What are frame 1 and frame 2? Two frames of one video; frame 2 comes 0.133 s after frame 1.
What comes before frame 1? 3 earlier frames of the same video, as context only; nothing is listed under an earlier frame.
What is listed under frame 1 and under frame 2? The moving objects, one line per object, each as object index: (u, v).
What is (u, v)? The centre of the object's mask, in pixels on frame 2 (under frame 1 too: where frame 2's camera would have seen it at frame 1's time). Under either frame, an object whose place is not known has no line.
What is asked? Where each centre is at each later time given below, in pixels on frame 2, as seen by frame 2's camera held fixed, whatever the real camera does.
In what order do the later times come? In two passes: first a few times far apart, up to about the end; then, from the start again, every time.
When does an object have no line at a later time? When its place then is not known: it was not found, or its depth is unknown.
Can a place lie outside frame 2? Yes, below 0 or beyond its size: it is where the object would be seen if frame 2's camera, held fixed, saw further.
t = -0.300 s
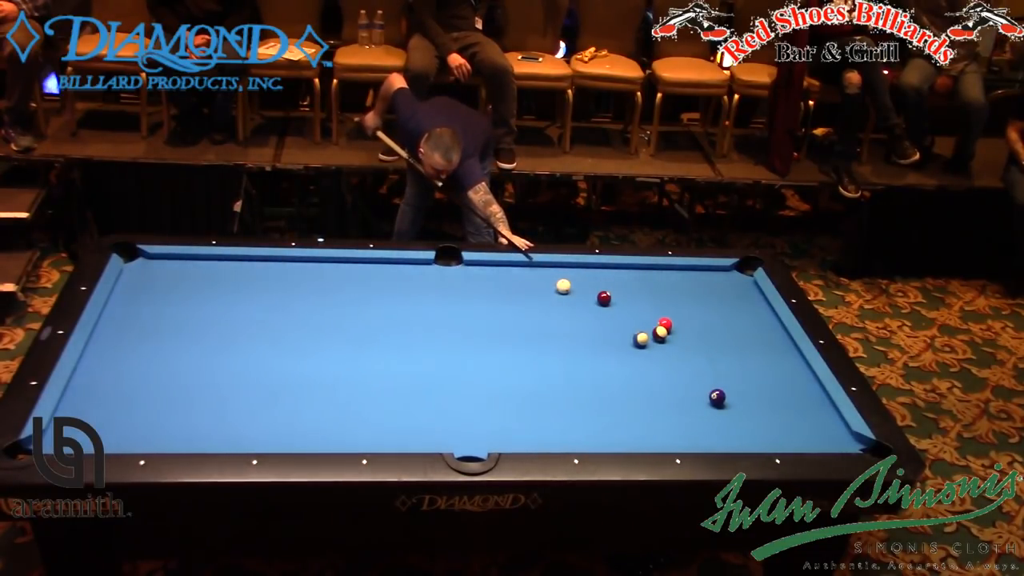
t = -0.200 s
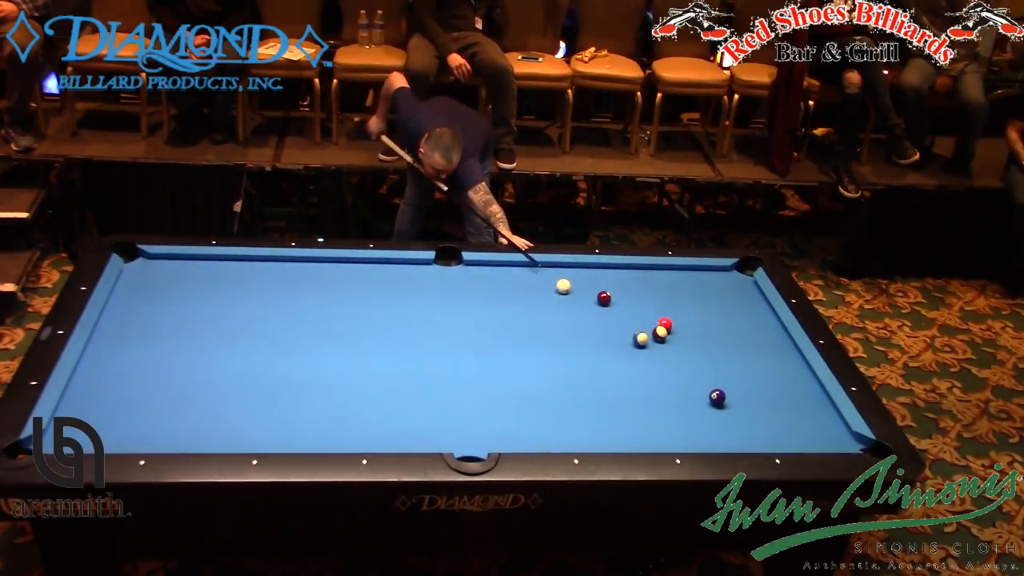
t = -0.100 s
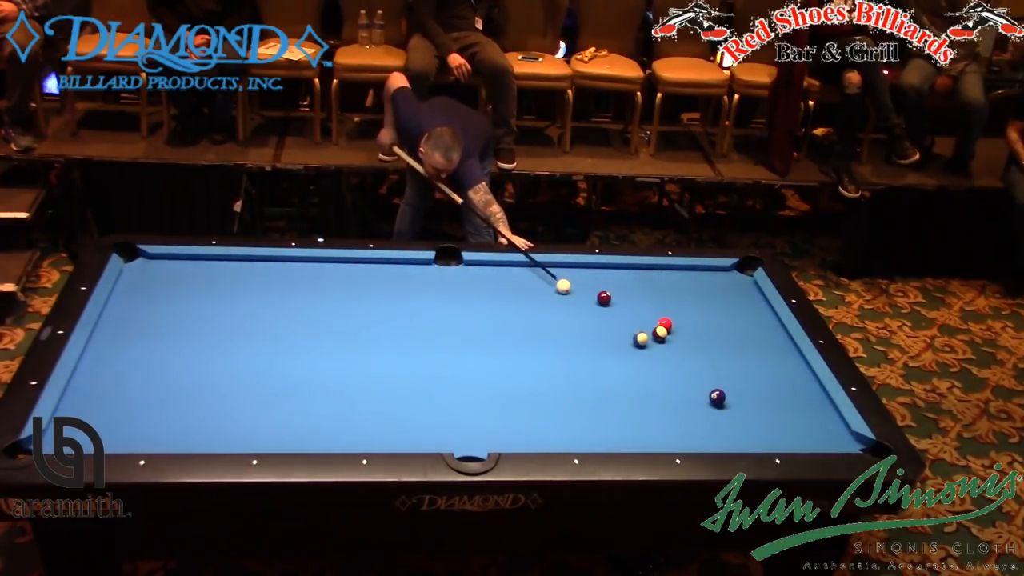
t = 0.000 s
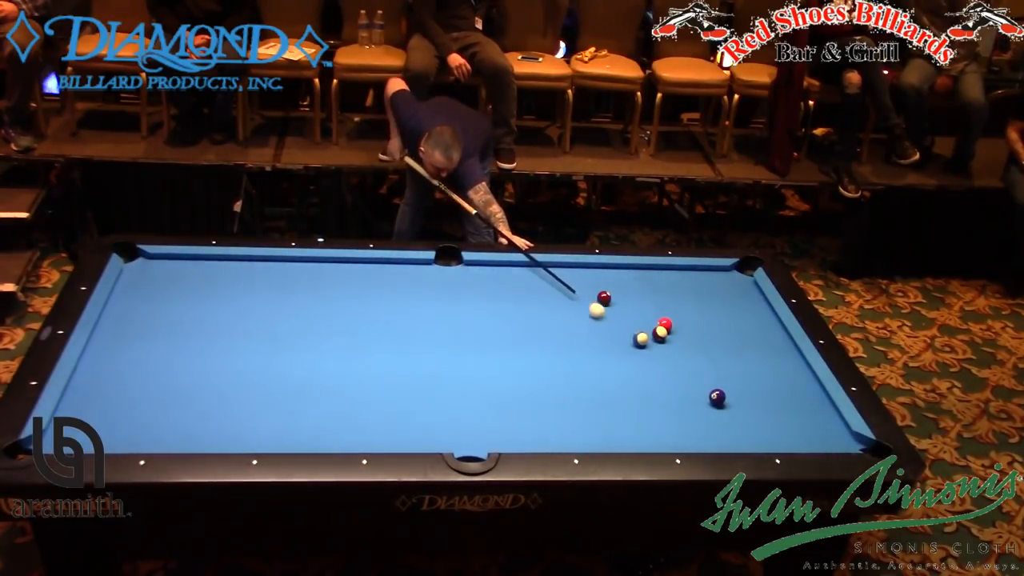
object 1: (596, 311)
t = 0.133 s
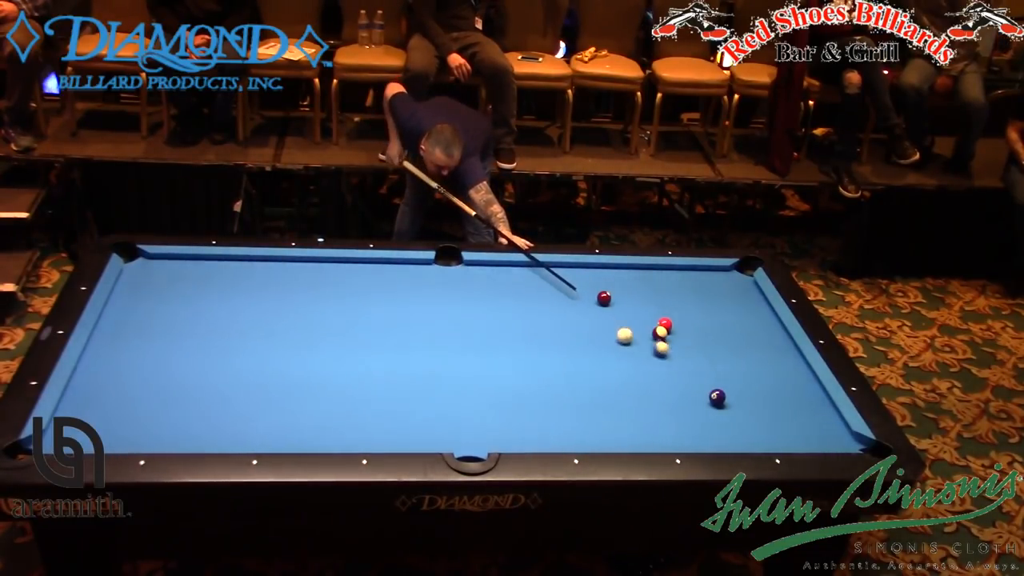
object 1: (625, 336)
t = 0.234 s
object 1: (621, 343)
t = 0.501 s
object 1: (629, 371)
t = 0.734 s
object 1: (638, 399)
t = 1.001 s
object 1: (648, 431)
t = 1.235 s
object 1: (648, 432)
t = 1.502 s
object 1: (641, 414)
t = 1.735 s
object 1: (636, 399)
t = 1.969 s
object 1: (630, 385)
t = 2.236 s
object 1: (624, 372)
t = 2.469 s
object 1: (620, 360)
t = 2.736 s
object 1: (615, 349)
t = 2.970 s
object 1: (612, 340)
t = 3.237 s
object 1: (608, 330)
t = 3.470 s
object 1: (605, 323)
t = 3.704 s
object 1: (602, 316)
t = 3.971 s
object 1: (598, 309)
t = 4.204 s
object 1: (596, 303)
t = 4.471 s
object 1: (591, 300)
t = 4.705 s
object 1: (587, 298)
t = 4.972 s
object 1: (583, 297)
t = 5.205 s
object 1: (581, 296)
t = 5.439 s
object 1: (580, 295)
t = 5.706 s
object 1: (580, 294)
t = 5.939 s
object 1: (580, 294)
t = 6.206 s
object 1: (580, 294)
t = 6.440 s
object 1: (580, 294)
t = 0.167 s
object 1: (623, 338)
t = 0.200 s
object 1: (622, 341)
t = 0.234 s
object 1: (621, 343)
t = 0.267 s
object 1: (621, 346)
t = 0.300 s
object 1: (622, 349)
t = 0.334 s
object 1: (623, 353)
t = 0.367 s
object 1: (624, 356)
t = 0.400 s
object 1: (625, 360)
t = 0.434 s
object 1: (626, 364)
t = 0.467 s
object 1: (627, 368)
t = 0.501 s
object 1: (629, 371)
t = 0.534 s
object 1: (630, 375)
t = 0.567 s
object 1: (632, 379)
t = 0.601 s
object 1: (633, 383)
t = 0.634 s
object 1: (634, 387)
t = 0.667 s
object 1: (635, 391)
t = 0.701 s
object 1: (636, 395)
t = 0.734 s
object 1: (638, 399)
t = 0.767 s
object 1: (639, 402)
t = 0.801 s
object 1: (640, 406)
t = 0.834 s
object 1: (642, 410)
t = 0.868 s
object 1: (643, 414)
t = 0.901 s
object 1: (644, 419)
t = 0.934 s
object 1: (645, 423)
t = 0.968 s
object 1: (647, 427)
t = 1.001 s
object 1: (648, 431)
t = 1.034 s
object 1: (649, 434)
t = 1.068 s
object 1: (651, 436)
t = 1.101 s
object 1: (652, 438)
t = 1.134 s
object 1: (651, 437)
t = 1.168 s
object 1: (650, 435)
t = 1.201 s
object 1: (649, 434)
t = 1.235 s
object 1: (648, 432)
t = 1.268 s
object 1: (647, 430)
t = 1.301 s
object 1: (647, 427)
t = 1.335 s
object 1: (645, 425)
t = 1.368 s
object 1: (645, 423)
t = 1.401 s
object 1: (644, 421)
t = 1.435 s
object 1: (643, 418)
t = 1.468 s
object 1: (642, 416)
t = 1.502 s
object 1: (641, 414)
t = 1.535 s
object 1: (641, 412)
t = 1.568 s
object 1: (640, 409)
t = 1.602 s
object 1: (639, 407)
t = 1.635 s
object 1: (638, 405)
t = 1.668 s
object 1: (637, 403)
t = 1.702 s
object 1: (637, 401)
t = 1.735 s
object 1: (636, 399)
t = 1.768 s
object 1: (635, 397)
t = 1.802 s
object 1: (634, 395)
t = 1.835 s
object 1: (634, 393)
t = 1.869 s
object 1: (633, 391)
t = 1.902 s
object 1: (632, 390)
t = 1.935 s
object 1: (631, 388)
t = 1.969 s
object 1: (630, 385)
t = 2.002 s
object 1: (630, 384)
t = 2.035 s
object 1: (629, 382)
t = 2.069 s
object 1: (628, 380)
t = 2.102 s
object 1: (627, 378)
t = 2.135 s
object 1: (627, 376)
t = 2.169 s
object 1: (626, 375)
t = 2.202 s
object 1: (625, 373)
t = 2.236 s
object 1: (624, 372)
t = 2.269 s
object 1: (624, 370)
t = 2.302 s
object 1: (623, 368)
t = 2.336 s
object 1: (623, 367)
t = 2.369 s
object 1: (622, 365)
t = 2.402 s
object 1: (621, 364)
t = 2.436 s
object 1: (620, 362)
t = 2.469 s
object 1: (620, 360)
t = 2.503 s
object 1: (619, 359)
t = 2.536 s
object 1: (618, 357)
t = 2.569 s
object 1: (618, 356)
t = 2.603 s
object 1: (617, 355)
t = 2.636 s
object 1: (617, 353)
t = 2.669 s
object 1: (616, 352)
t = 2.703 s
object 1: (616, 350)
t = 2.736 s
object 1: (615, 349)
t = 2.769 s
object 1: (615, 347)
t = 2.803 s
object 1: (614, 346)
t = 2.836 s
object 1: (614, 345)
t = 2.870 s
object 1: (613, 344)
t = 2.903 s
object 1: (613, 342)
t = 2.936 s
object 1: (612, 341)
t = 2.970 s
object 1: (612, 340)
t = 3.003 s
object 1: (611, 339)
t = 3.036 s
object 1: (611, 337)
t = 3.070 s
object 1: (610, 336)
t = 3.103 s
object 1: (610, 335)
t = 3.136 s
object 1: (609, 334)
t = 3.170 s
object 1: (609, 333)
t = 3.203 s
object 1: (608, 332)
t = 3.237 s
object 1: (608, 330)
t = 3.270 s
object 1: (607, 329)
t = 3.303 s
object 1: (607, 328)
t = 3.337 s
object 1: (606, 327)
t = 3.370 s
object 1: (606, 326)
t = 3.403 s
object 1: (606, 325)
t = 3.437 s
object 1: (605, 324)
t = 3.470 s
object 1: (605, 323)
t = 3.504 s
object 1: (604, 322)
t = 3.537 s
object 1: (604, 321)
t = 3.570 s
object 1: (603, 320)
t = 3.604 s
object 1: (603, 319)
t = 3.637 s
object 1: (603, 318)
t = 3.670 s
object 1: (602, 317)
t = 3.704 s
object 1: (602, 316)
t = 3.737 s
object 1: (601, 315)
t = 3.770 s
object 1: (601, 314)
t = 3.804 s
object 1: (600, 313)
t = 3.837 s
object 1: (600, 312)
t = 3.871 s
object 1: (600, 312)
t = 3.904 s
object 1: (599, 311)
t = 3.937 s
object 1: (599, 310)
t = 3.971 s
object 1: (598, 309)
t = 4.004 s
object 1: (598, 308)
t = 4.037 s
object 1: (598, 307)
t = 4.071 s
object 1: (597, 307)
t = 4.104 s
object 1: (597, 306)
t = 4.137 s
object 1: (597, 305)
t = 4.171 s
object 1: (596, 304)
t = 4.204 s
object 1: (596, 303)
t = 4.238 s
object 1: (595, 303)
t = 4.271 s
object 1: (595, 303)
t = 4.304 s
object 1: (594, 302)
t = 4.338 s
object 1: (593, 302)
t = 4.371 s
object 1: (593, 302)
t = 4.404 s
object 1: (592, 301)
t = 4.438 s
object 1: (591, 301)
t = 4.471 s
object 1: (591, 300)
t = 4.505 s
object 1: (590, 300)
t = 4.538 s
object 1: (590, 300)
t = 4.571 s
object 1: (589, 299)
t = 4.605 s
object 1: (589, 299)
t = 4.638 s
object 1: (588, 299)
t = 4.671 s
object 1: (587, 299)
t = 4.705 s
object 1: (587, 298)
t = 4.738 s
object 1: (587, 298)
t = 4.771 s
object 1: (586, 298)
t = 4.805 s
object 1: (585, 298)
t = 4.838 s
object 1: (585, 297)
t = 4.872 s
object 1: (584, 297)
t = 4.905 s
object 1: (584, 297)
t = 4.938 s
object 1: (584, 297)
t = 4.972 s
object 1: (583, 297)
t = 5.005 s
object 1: (583, 296)
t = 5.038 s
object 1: (582, 296)
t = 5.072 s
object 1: (582, 296)
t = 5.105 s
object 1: (582, 296)
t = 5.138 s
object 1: (581, 296)
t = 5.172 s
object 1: (581, 296)
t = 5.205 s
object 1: (581, 296)
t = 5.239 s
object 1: (581, 295)
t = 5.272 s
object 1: (580, 295)
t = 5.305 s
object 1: (580, 295)
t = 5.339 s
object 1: (580, 295)
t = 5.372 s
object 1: (580, 295)
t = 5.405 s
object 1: (580, 295)
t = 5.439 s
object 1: (580, 295)
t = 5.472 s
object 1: (580, 295)
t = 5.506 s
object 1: (580, 295)
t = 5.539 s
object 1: (580, 295)
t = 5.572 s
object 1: (580, 295)
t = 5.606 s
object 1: (580, 295)
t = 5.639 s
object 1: (580, 295)
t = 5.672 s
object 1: (580, 295)
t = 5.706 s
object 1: (580, 294)
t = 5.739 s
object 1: (580, 294)
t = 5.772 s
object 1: (580, 294)
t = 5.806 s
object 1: (580, 294)
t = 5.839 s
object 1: (580, 294)
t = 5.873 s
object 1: (580, 294)
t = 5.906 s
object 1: (580, 294)
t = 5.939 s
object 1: (580, 294)
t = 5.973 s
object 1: (580, 294)
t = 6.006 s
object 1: (580, 294)
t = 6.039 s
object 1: (580, 294)
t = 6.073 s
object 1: (580, 294)
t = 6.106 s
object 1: (580, 294)
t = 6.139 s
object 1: (580, 294)
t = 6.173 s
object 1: (580, 294)
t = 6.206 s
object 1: (580, 294)
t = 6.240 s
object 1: (580, 294)
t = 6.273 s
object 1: (580, 294)
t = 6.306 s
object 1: (580, 294)
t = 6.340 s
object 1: (580, 294)
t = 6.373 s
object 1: (580, 294)
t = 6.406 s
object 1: (580, 294)
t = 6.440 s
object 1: (580, 294)
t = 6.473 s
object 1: (580, 294)
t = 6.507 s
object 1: (580, 294)
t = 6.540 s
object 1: (580, 294)
